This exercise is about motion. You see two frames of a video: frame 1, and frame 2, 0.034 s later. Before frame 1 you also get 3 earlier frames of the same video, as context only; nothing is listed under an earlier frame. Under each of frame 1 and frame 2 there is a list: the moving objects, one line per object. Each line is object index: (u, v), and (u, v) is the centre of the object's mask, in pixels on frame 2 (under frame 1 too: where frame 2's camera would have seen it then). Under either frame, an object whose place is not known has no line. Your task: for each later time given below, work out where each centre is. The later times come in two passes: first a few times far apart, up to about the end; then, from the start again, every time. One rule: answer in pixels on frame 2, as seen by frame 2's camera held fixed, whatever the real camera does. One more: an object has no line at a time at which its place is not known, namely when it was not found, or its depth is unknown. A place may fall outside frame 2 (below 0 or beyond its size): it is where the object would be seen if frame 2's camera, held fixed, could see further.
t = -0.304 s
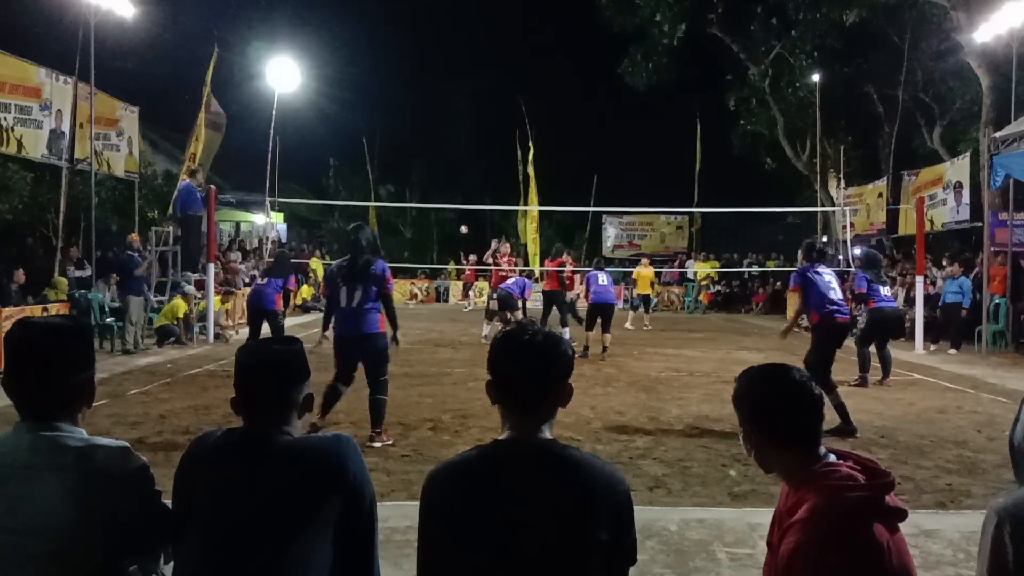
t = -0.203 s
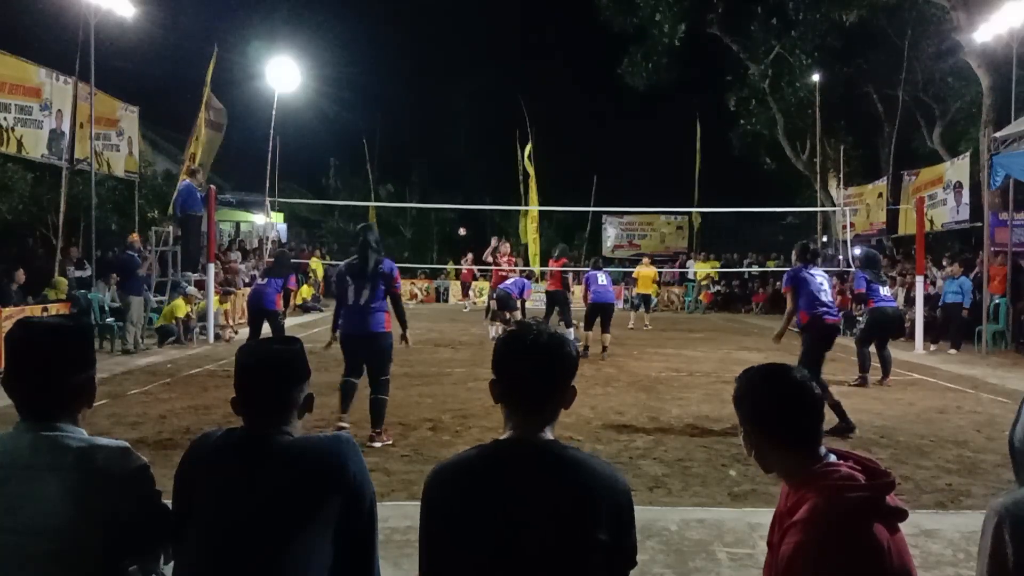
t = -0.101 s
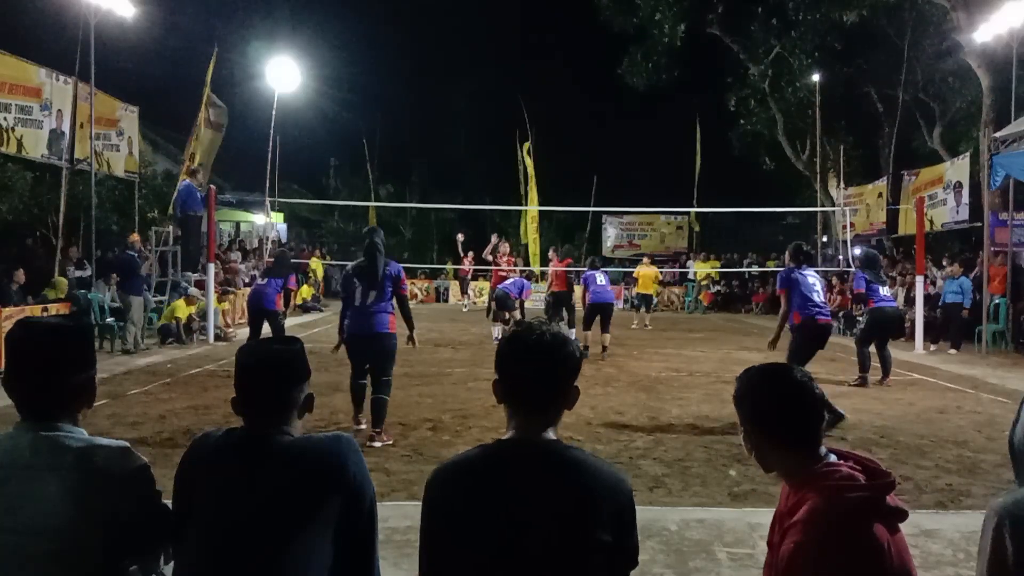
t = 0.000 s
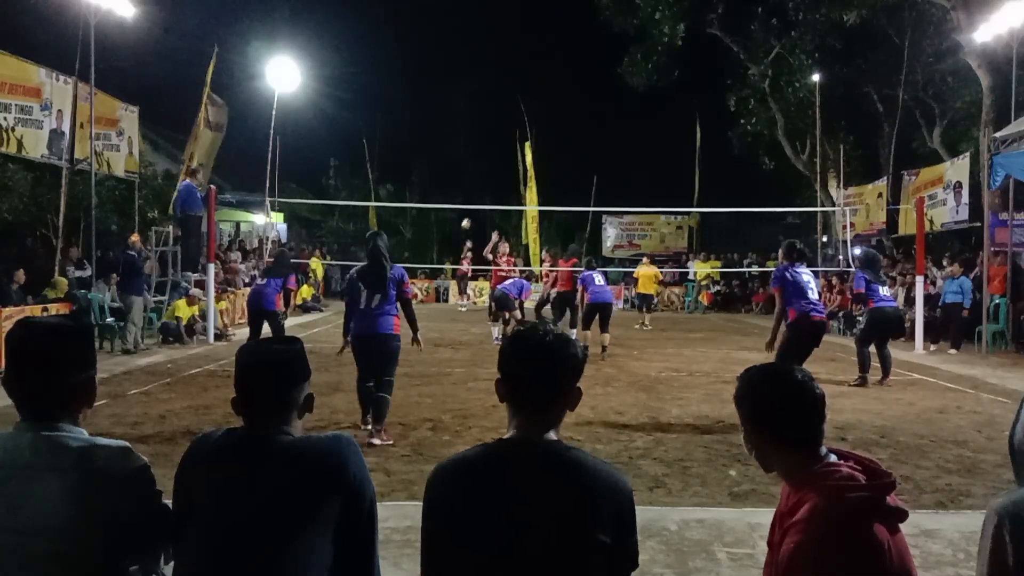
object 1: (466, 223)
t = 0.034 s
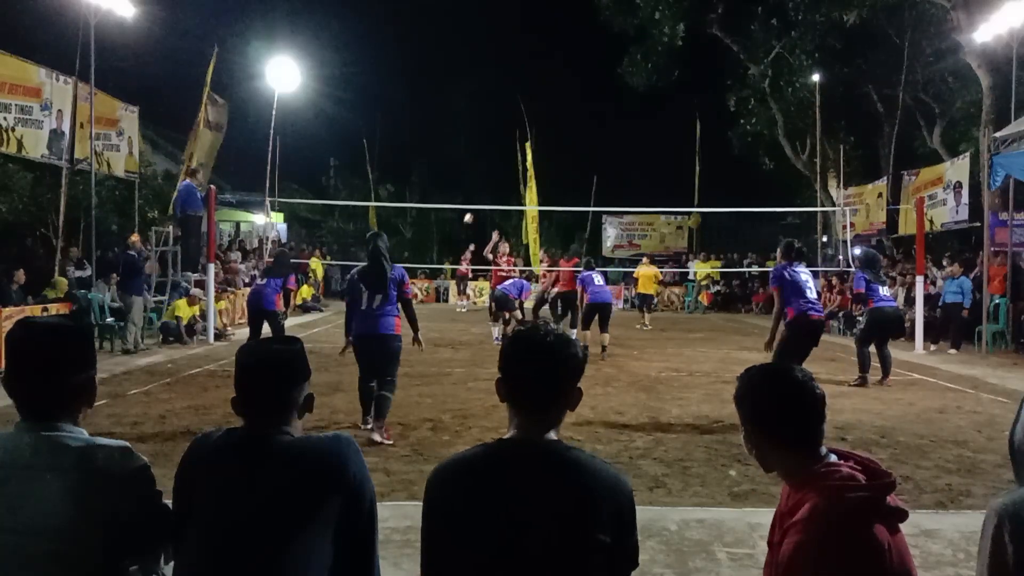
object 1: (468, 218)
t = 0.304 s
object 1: (497, 184)
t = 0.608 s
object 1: (545, 182)
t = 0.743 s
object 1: (574, 201)
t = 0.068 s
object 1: (471, 213)
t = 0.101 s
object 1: (474, 208)
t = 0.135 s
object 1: (478, 202)
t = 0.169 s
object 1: (481, 199)
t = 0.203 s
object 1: (484, 195)
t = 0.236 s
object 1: (488, 191)
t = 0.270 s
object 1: (493, 187)
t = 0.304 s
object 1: (497, 184)
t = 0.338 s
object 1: (501, 181)
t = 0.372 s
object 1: (505, 178)
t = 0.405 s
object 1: (510, 177)
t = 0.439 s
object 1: (515, 176)
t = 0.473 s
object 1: (520, 176)
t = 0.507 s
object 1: (525, 176)
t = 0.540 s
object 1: (533, 177)
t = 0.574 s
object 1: (540, 179)
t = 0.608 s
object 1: (545, 182)
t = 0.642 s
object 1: (552, 185)
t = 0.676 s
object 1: (558, 189)
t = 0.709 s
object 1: (566, 195)
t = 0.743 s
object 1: (574, 201)
